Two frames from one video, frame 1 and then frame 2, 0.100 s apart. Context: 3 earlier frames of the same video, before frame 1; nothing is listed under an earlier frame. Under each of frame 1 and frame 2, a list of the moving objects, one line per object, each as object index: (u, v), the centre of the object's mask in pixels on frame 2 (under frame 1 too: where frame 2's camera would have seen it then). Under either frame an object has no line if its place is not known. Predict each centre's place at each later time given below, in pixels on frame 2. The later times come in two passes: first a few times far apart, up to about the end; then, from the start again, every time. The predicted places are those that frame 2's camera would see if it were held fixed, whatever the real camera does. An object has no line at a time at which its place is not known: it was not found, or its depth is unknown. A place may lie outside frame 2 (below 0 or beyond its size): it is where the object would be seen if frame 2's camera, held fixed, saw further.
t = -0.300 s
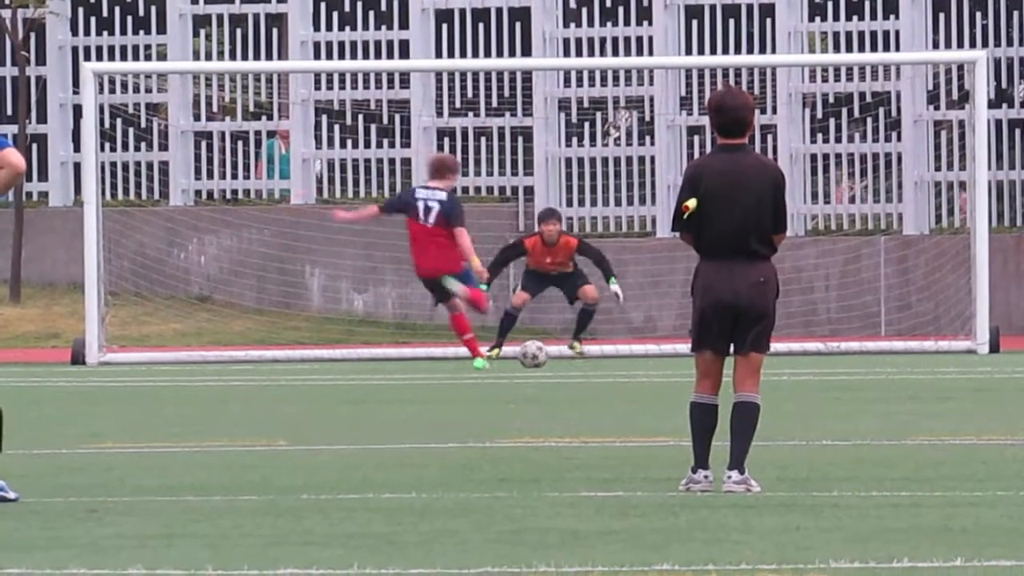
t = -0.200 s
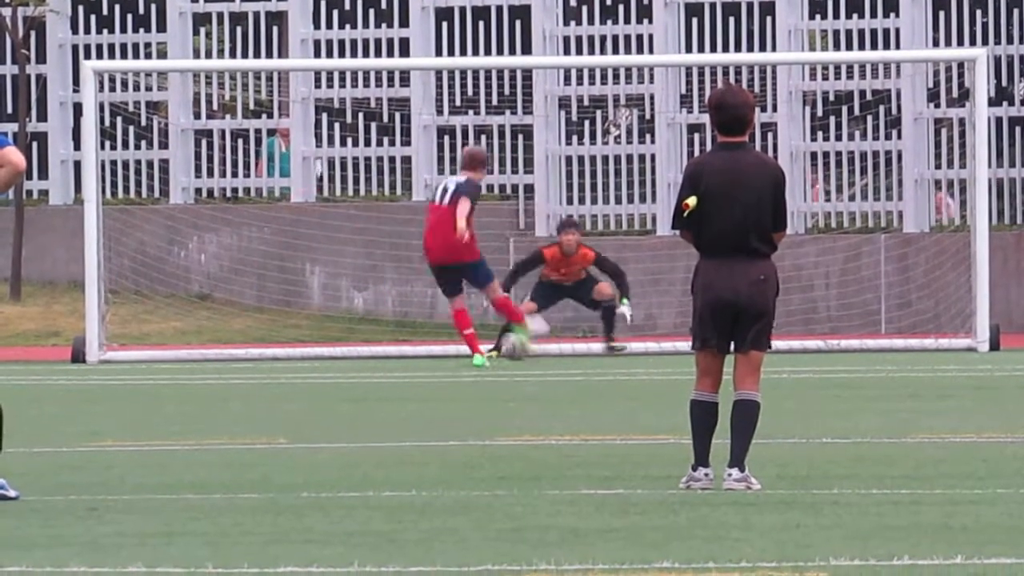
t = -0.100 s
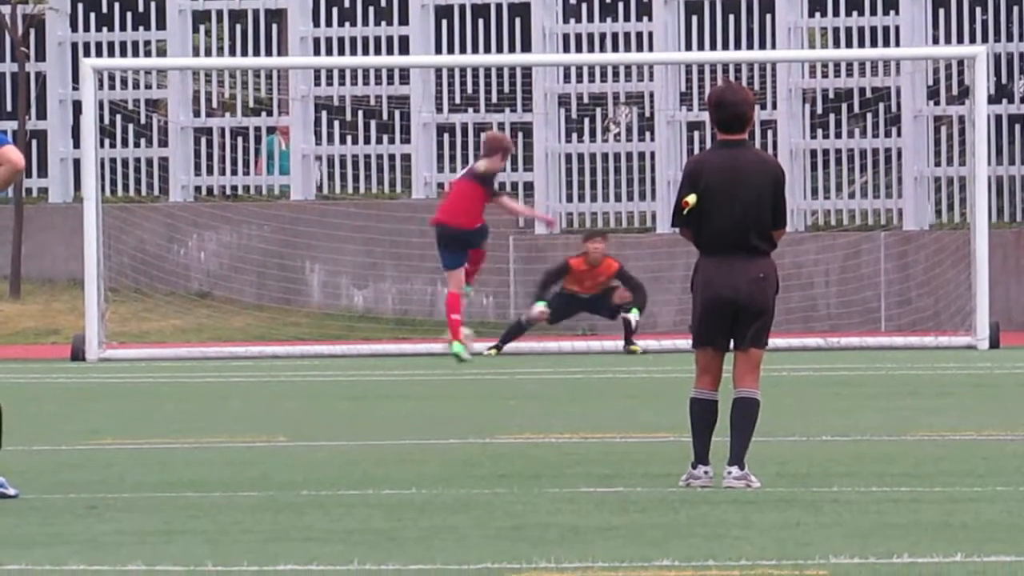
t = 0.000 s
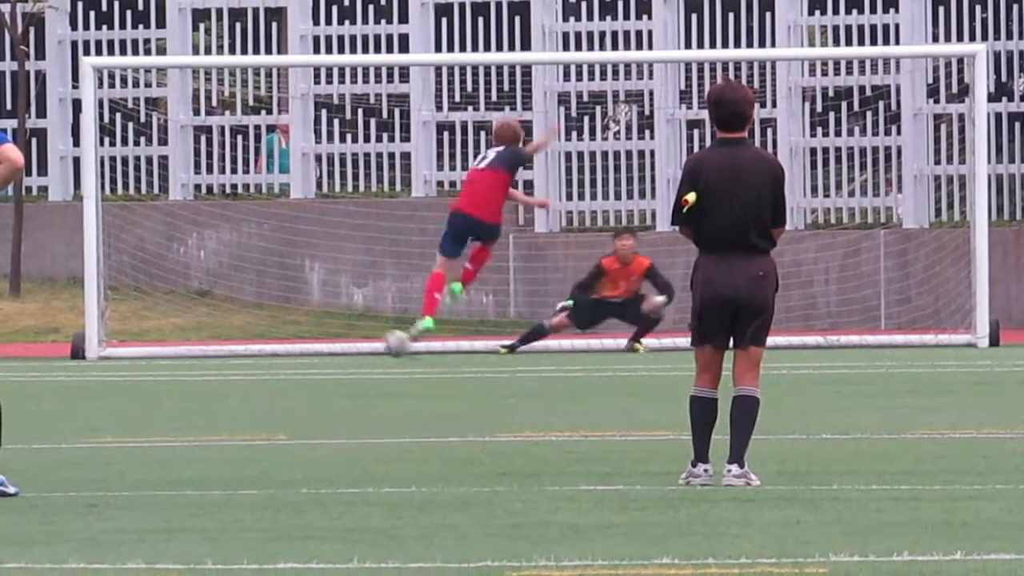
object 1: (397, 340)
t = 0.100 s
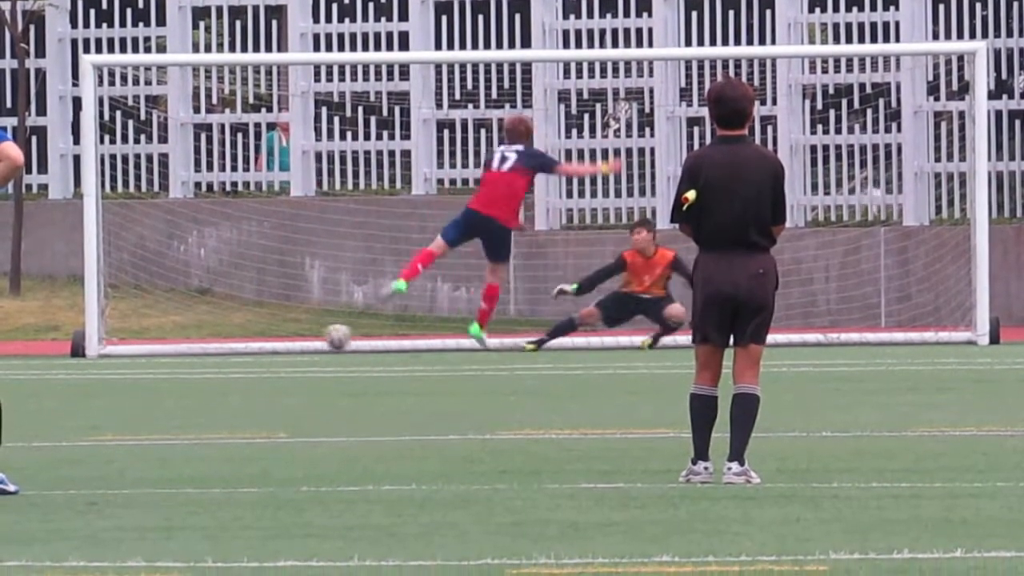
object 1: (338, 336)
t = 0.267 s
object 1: (238, 329)
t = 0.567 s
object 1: (176, 304)
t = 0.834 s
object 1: (163, 334)
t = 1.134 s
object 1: (162, 331)
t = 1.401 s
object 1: (160, 335)
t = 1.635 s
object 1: (156, 341)
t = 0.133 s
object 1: (318, 339)
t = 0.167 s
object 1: (296, 342)
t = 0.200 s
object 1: (276, 335)
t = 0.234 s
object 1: (258, 331)
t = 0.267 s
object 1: (238, 329)
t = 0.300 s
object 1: (217, 329)
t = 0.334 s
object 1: (201, 331)
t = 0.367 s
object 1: (189, 325)
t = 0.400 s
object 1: (187, 312)
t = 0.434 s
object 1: (185, 307)
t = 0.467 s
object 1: (182, 304)
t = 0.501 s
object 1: (181, 302)
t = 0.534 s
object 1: (179, 303)
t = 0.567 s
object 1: (176, 304)
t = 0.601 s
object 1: (174, 307)
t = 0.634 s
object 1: (172, 312)
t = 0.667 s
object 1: (170, 317)
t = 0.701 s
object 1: (168, 325)
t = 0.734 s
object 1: (166, 332)
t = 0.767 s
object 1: (164, 342)
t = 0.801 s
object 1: (163, 342)
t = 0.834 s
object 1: (163, 334)
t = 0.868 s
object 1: (163, 329)
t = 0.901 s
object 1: (163, 325)
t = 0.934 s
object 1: (163, 323)
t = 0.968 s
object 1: (162, 321)
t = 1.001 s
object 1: (162, 321)
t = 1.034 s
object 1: (162, 321)
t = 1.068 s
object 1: (162, 323)
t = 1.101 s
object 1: (162, 326)
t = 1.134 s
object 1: (162, 331)
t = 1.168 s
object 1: (162, 337)
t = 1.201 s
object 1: (162, 344)
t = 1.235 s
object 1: (162, 342)
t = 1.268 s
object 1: (161, 338)
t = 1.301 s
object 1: (161, 335)
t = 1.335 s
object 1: (160, 334)
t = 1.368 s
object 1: (160, 334)
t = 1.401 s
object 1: (160, 335)
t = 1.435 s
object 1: (159, 337)
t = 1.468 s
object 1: (158, 341)
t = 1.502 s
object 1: (158, 345)
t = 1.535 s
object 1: (157, 343)
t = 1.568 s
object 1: (157, 341)
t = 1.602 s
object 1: (157, 341)
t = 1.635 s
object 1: (156, 341)
